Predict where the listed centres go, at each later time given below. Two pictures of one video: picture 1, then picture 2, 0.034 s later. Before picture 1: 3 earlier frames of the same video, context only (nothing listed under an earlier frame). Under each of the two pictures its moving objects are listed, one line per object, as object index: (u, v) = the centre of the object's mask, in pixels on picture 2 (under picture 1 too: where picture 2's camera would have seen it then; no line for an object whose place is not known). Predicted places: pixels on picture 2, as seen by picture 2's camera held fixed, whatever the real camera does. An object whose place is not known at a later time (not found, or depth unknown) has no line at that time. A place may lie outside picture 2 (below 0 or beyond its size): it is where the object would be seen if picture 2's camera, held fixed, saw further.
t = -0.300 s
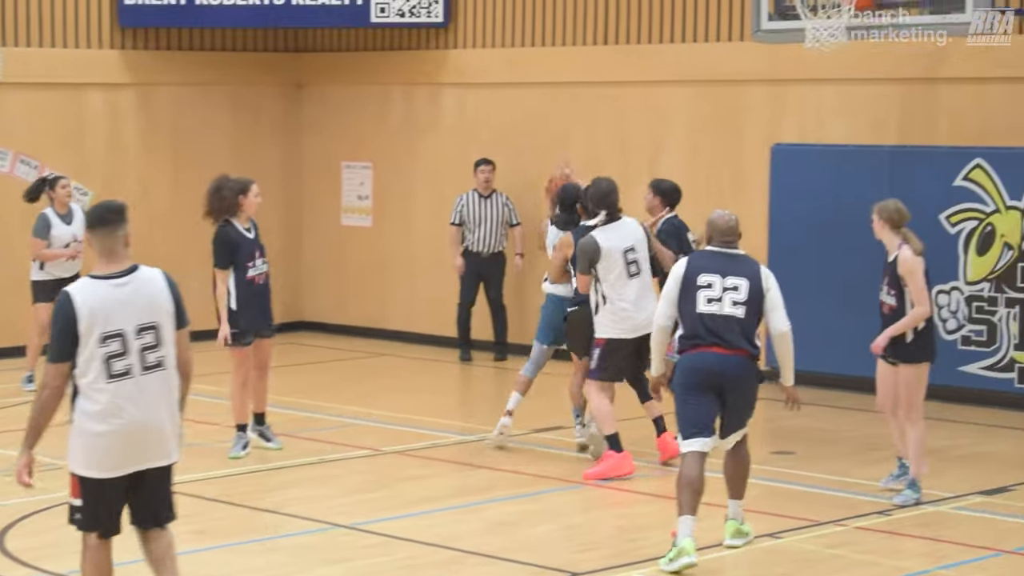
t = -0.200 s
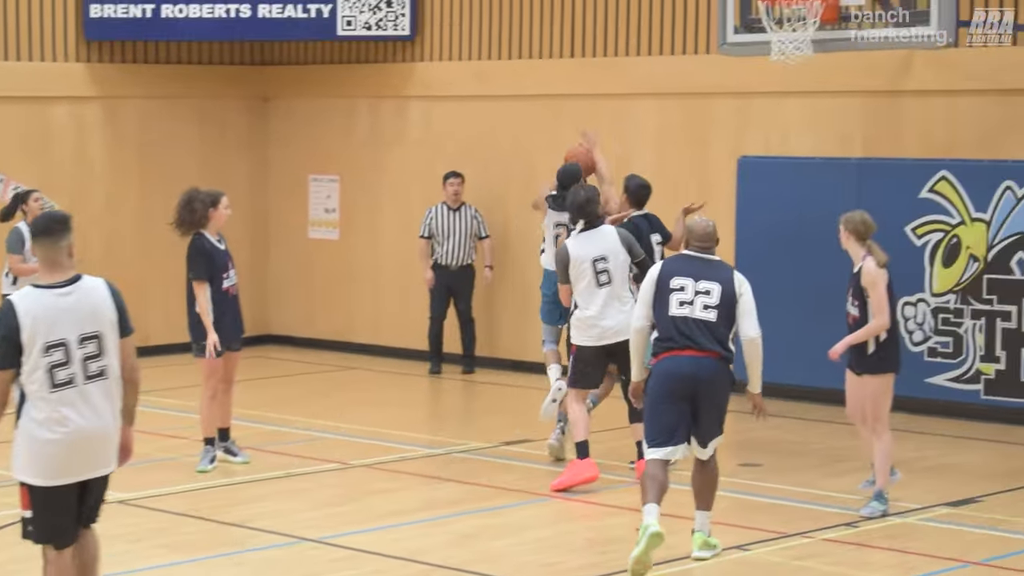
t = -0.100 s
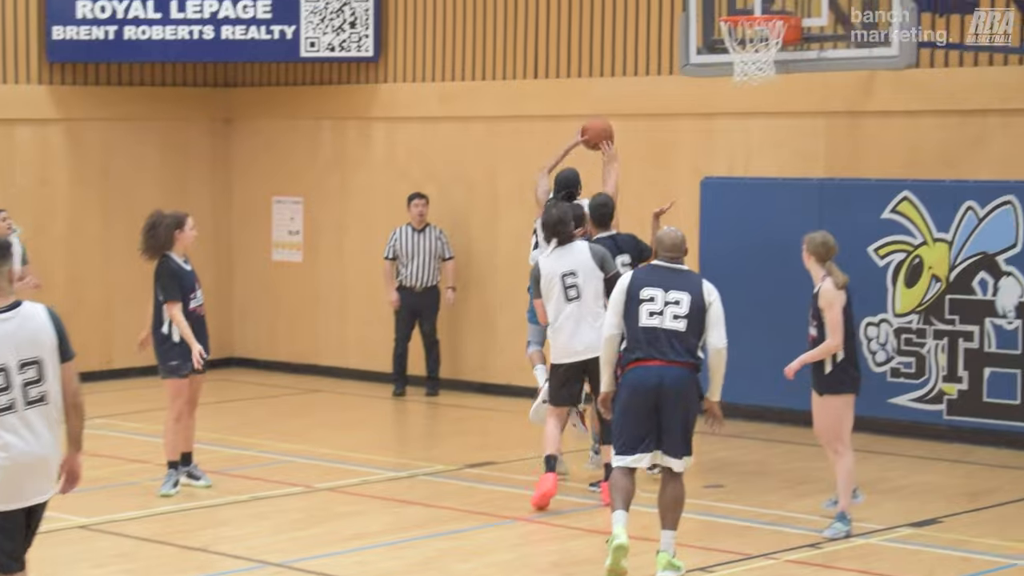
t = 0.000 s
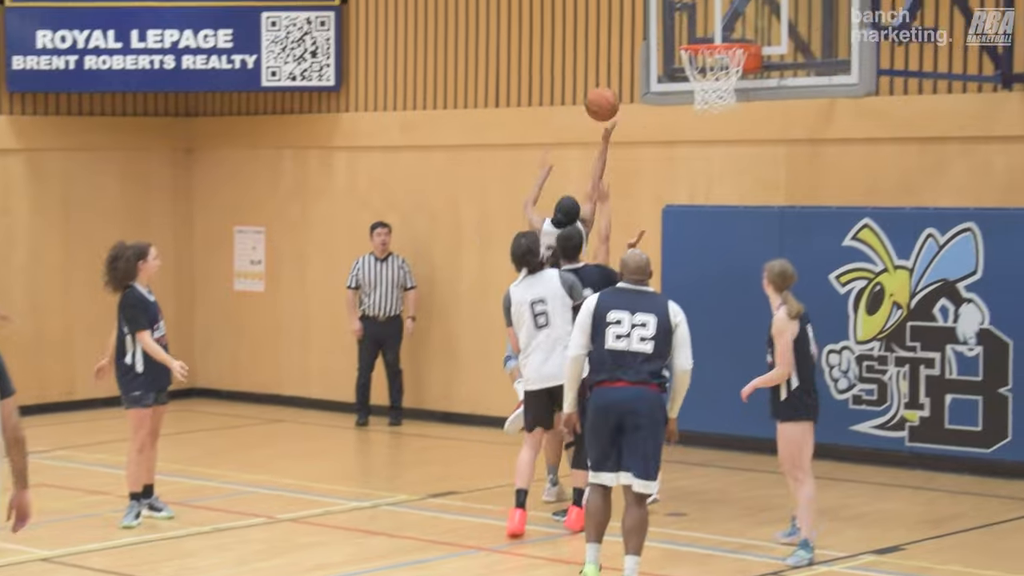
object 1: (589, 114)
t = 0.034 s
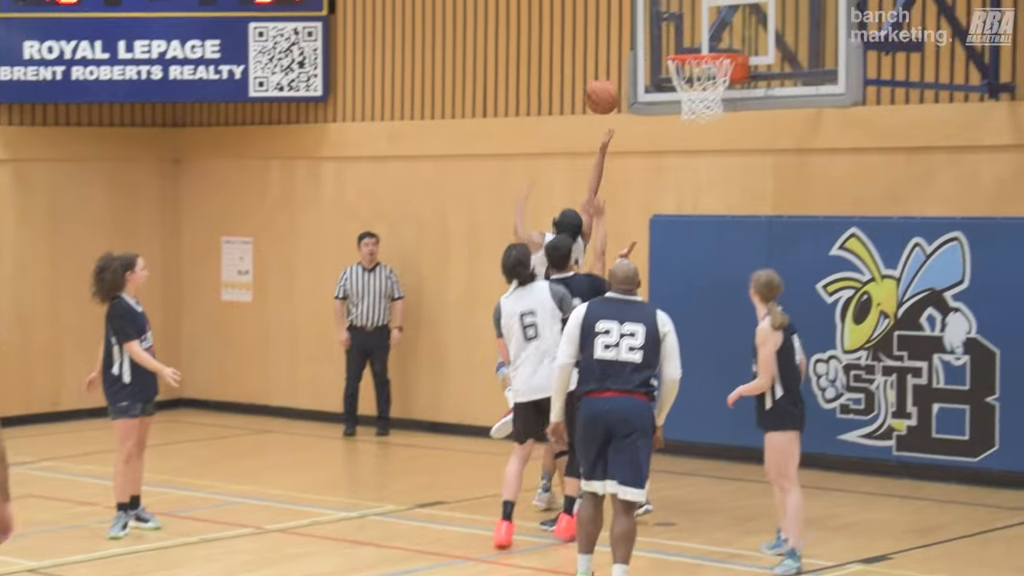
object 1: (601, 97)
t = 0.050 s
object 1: (608, 89)
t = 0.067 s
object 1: (615, 81)
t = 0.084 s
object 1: (621, 74)
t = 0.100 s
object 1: (629, 67)
